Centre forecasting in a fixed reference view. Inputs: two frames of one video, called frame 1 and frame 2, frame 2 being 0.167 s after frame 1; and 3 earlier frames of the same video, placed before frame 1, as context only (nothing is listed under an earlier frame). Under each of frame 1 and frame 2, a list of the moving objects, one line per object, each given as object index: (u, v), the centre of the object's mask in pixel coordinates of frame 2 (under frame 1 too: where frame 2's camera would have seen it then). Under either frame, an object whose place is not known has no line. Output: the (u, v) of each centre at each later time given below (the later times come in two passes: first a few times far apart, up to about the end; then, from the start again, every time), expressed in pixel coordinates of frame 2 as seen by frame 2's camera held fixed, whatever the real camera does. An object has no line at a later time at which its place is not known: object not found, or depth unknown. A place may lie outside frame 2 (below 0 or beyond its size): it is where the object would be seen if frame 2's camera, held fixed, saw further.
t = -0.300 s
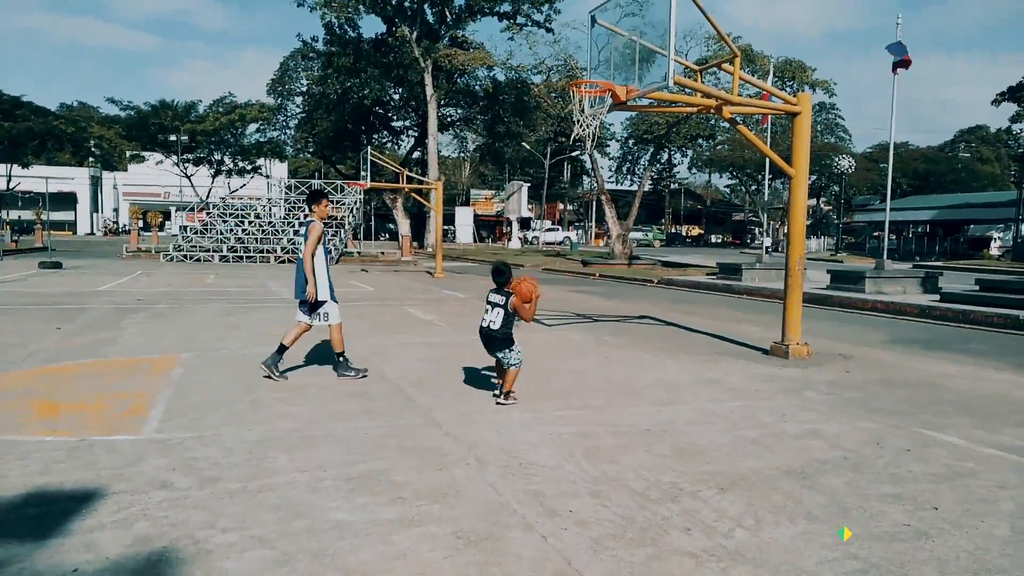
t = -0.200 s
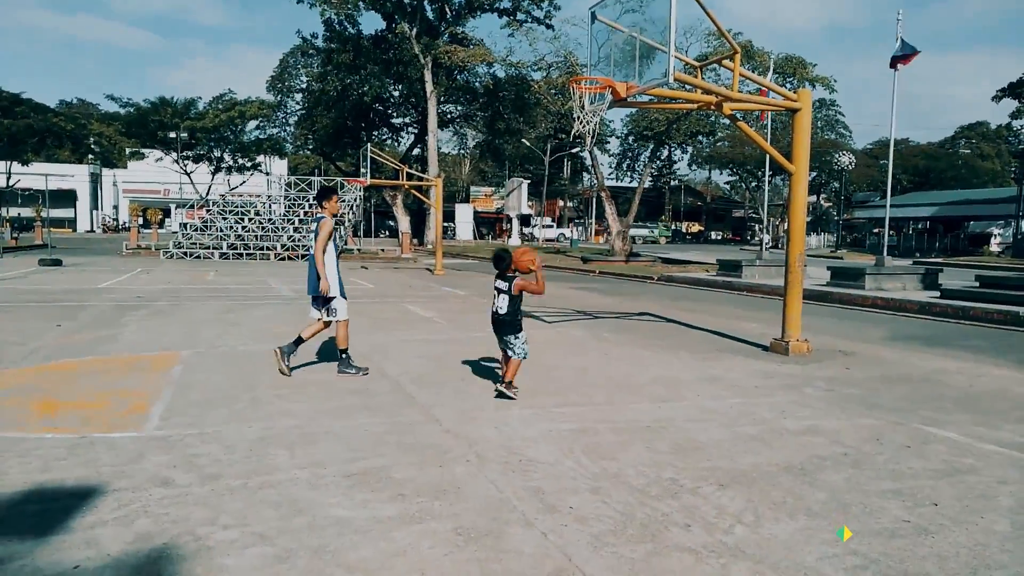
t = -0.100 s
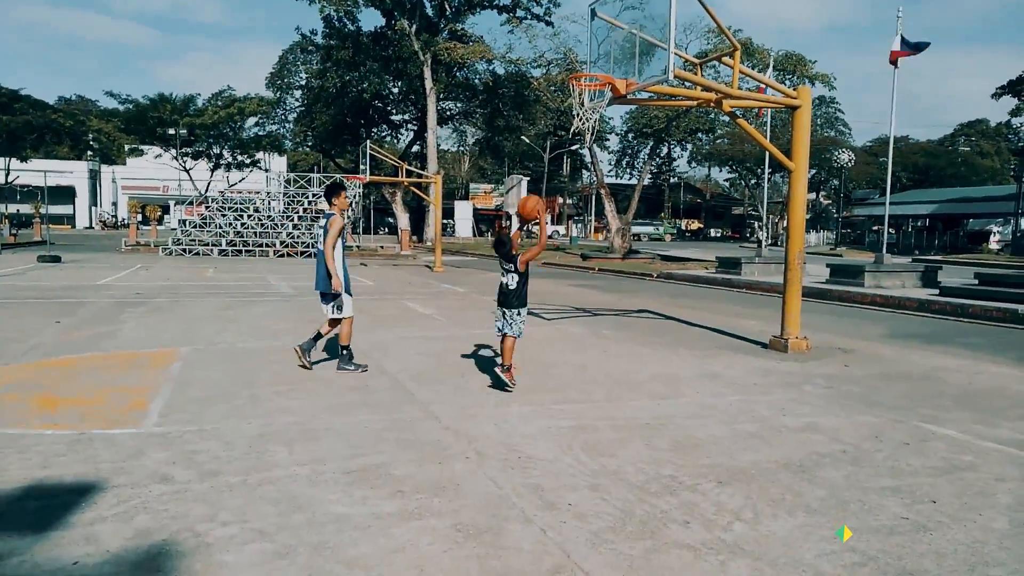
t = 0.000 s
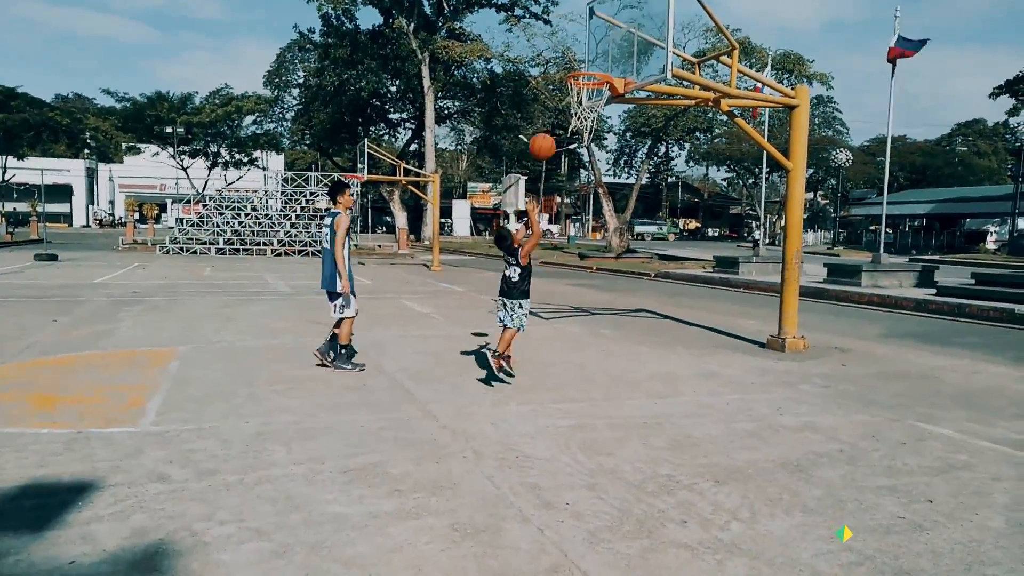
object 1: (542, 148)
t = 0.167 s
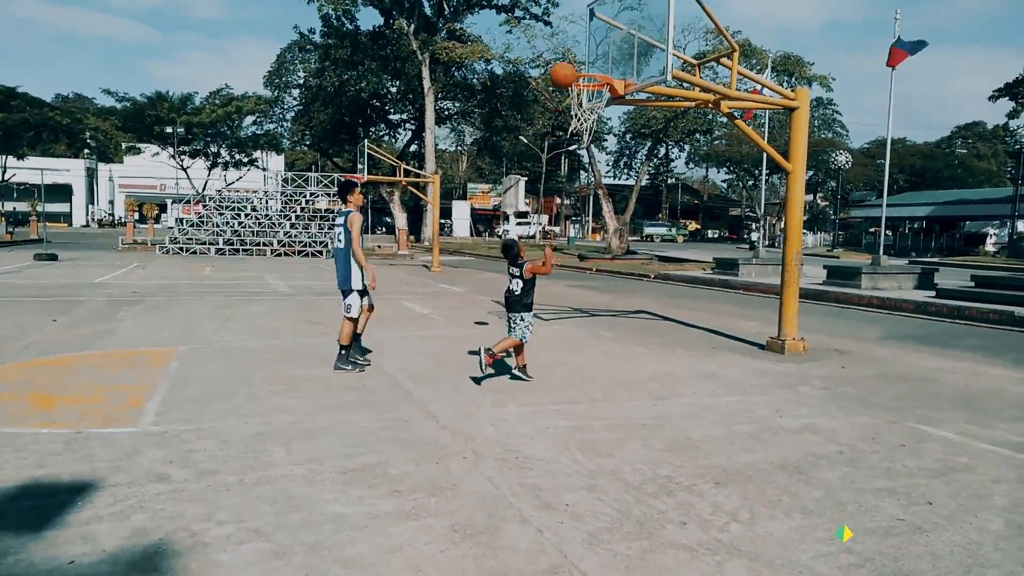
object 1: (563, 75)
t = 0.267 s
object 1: (573, 48)
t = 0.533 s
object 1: (599, 30)
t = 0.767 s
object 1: (619, 71)
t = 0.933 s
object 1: (610, 108)
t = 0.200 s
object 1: (567, 64)
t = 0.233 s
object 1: (570, 56)
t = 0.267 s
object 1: (573, 48)
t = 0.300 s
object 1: (576, 42)
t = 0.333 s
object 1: (580, 36)
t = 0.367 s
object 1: (584, 32)
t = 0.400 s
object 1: (587, 29)
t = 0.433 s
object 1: (590, 28)
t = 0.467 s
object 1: (593, 27)
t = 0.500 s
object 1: (597, 28)
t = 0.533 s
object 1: (599, 30)
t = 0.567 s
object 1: (603, 33)
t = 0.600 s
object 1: (606, 36)
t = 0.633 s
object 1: (609, 41)
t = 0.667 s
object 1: (612, 47)
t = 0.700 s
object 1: (615, 54)
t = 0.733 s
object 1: (617, 62)
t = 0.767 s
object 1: (619, 71)
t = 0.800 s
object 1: (622, 79)
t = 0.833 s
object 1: (621, 88)
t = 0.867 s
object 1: (617, 92)
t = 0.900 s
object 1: (614, 101)
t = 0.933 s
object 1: (610, 108)
